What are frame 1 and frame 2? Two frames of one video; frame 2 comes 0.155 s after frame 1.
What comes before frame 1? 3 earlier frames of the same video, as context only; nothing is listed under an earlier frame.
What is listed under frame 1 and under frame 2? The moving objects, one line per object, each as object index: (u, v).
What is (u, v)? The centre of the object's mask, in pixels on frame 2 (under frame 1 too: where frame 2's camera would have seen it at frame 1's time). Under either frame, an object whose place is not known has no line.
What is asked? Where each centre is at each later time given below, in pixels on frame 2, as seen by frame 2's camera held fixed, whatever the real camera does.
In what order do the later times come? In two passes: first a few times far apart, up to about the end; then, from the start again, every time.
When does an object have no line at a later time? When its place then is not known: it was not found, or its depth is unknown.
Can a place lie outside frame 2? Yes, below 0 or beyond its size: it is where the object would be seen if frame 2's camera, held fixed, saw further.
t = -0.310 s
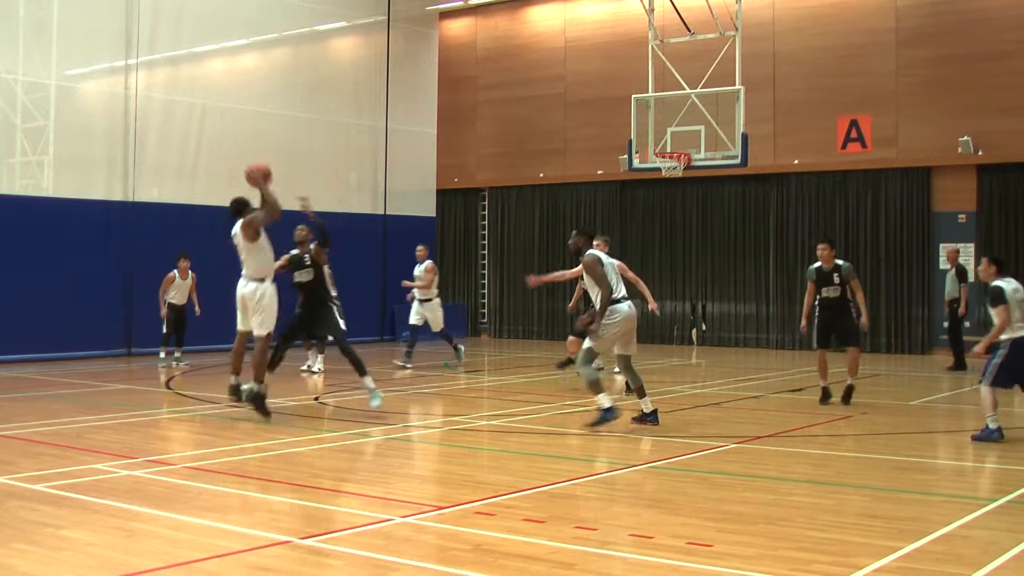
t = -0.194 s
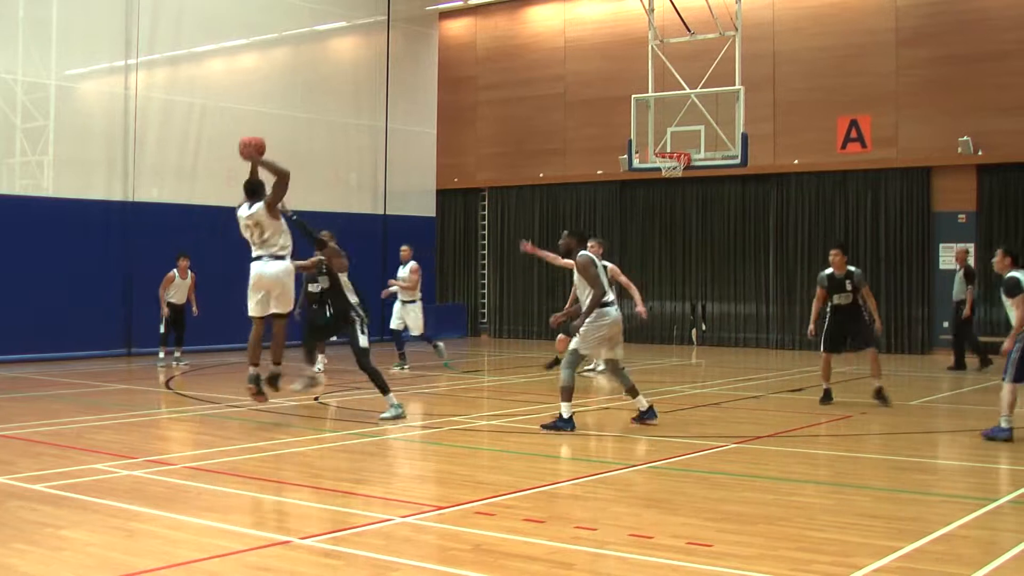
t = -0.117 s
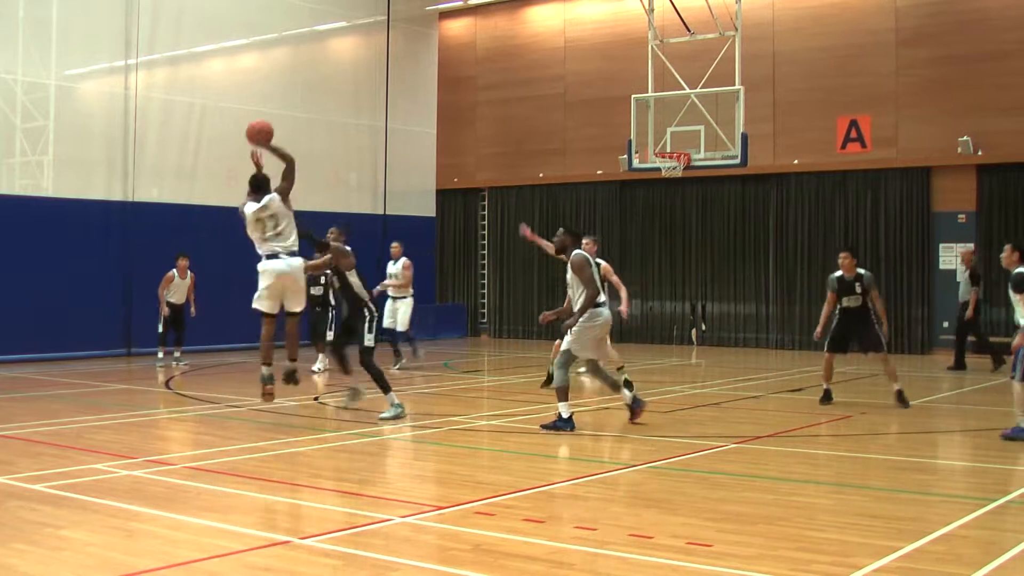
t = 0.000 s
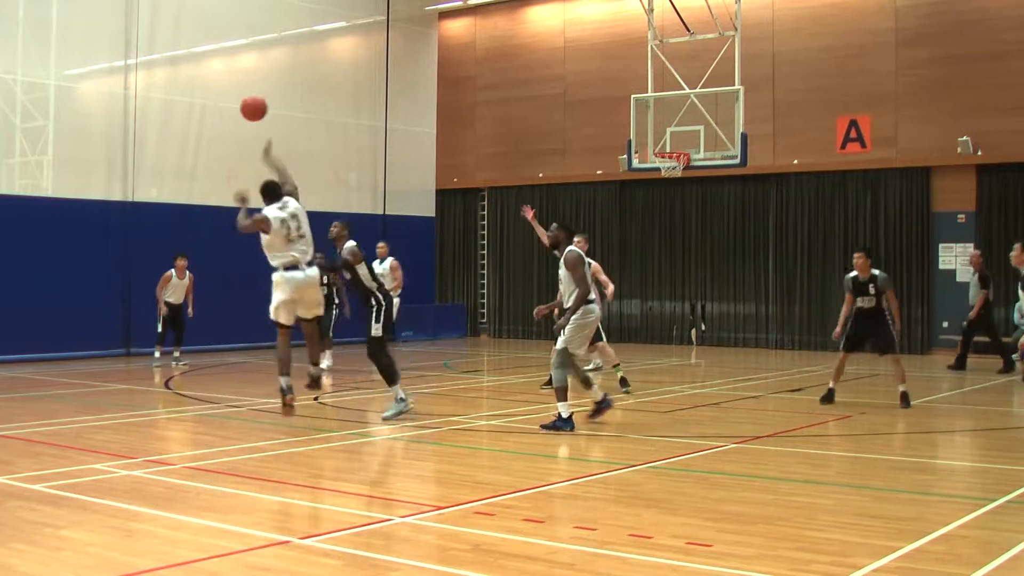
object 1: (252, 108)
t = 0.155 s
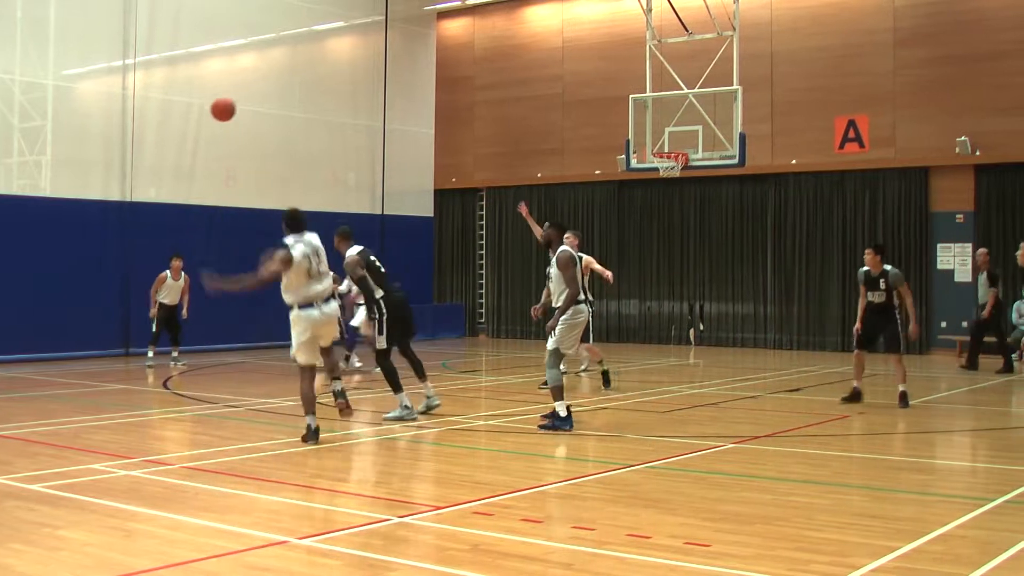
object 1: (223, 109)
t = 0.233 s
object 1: (209, 118)
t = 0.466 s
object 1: (173, 172)
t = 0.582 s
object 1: (157, 212)
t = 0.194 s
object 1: (216, 113)
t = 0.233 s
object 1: (209, 118)
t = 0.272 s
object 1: (203, 124)
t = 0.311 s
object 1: (197, 132)
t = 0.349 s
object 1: (191, 141)
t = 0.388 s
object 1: (185, 150)
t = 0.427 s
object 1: (179, 161)
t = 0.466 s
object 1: (173, 172)
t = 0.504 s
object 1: (168, 184)
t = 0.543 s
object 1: (163, 197)
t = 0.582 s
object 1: (157, 212)
